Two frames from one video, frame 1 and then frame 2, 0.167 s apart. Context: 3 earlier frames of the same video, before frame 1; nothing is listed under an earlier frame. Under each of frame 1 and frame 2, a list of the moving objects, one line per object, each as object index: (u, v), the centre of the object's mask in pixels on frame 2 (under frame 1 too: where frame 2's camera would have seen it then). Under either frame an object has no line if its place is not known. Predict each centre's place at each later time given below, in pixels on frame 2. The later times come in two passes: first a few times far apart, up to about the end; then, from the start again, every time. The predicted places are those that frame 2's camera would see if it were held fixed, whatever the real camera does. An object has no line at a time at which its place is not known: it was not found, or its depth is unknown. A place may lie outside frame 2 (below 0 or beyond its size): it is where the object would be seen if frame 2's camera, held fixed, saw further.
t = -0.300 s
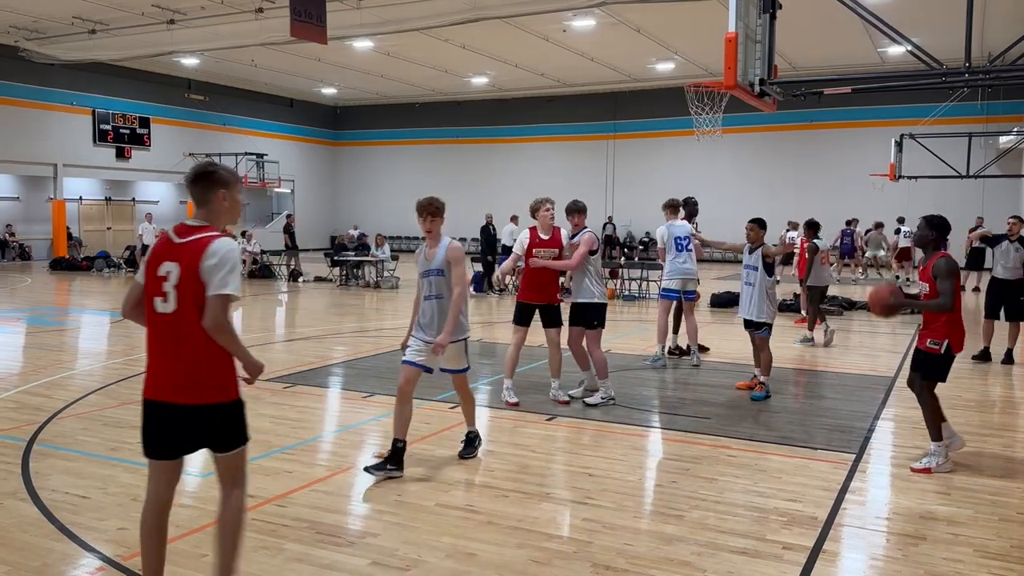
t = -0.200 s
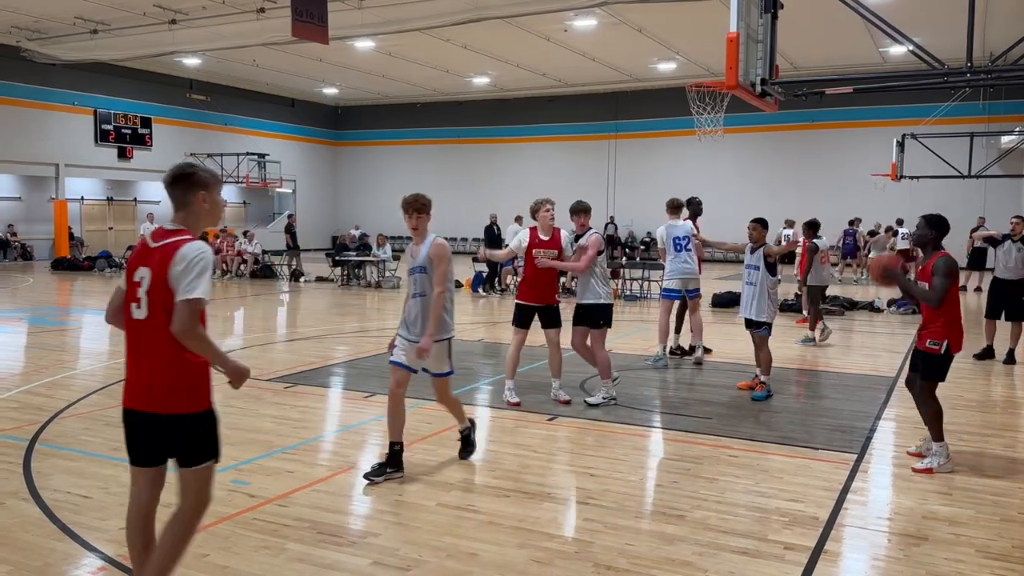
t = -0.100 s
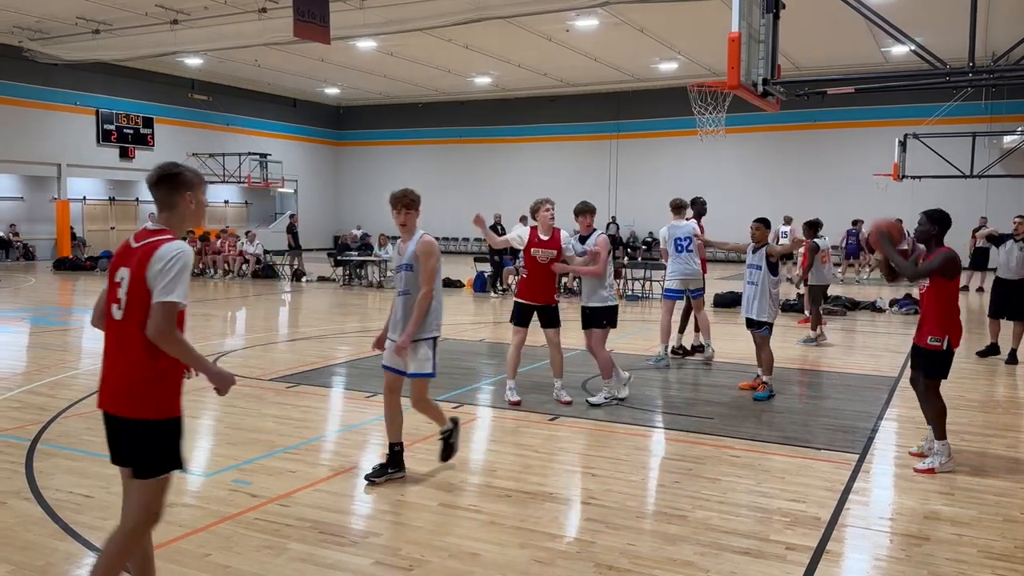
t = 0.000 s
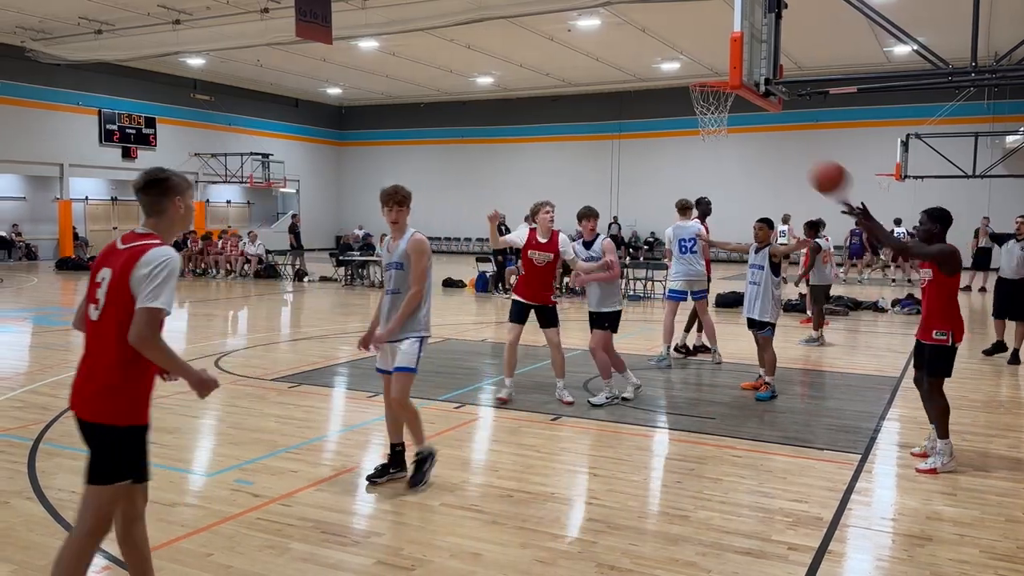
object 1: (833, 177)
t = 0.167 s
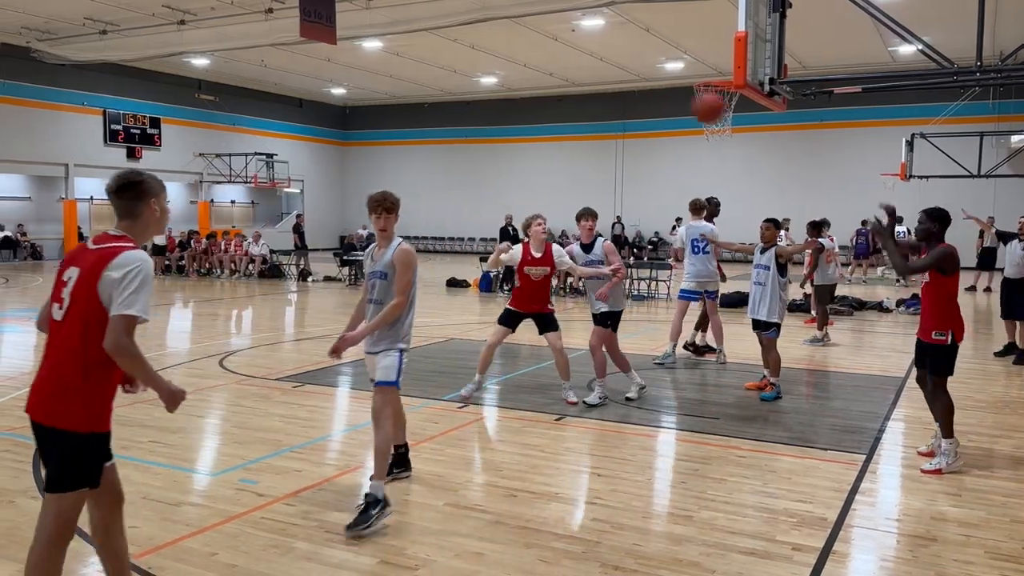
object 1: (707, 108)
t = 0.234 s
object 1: (663, 92)
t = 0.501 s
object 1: (502, 87)
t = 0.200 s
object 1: (684, 99)
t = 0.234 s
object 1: (663, 92)
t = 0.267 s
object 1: (641, 87)
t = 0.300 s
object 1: (620, 83)
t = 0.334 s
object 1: (598, 80)
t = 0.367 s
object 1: (578, 78)
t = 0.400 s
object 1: (558, 78)
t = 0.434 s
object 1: (539, 80)
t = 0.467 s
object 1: (519, 83)
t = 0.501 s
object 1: (502, 87)
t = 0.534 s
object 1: (484, 94)
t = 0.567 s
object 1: (465, 99)
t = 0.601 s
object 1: (448, 107)
